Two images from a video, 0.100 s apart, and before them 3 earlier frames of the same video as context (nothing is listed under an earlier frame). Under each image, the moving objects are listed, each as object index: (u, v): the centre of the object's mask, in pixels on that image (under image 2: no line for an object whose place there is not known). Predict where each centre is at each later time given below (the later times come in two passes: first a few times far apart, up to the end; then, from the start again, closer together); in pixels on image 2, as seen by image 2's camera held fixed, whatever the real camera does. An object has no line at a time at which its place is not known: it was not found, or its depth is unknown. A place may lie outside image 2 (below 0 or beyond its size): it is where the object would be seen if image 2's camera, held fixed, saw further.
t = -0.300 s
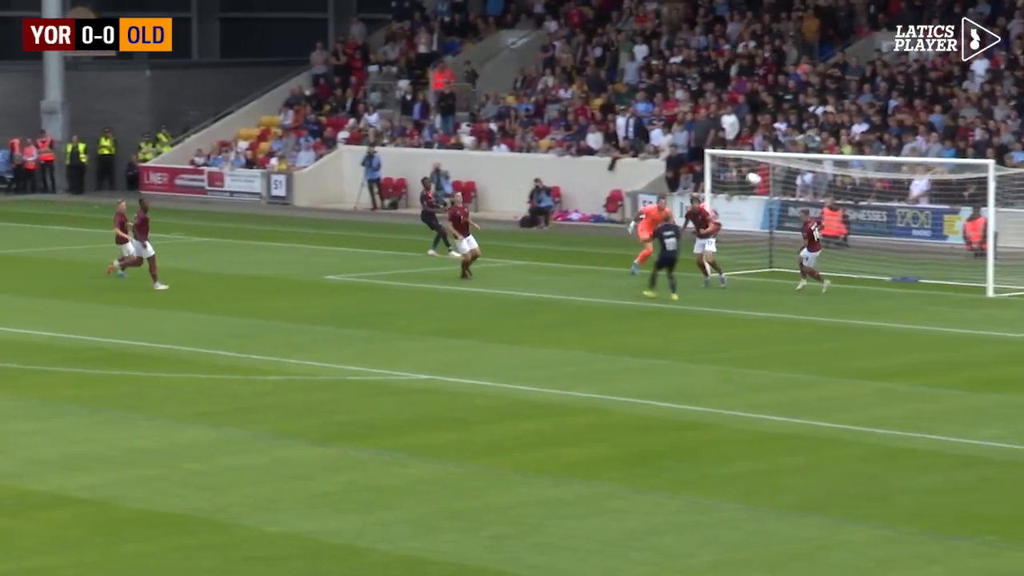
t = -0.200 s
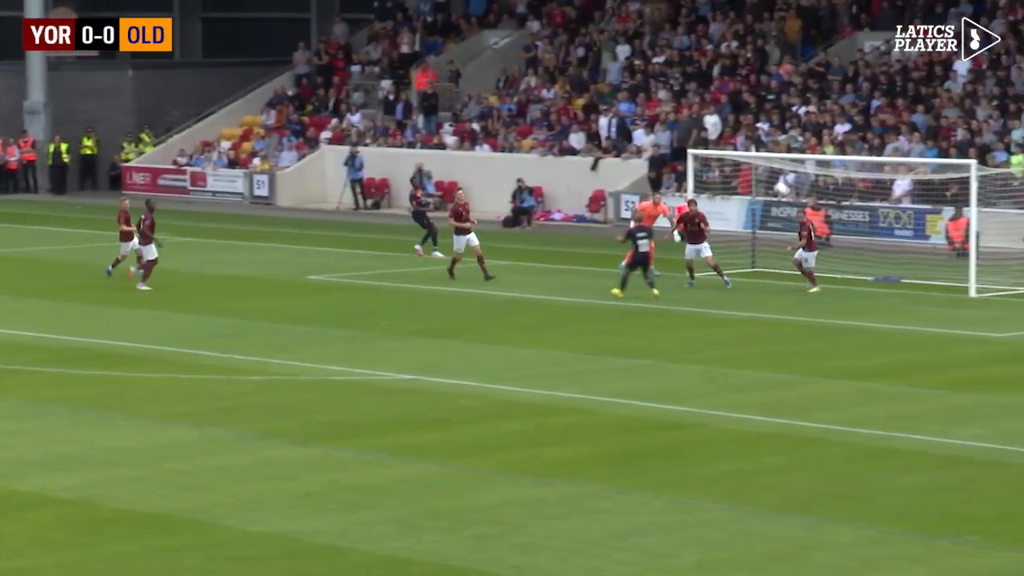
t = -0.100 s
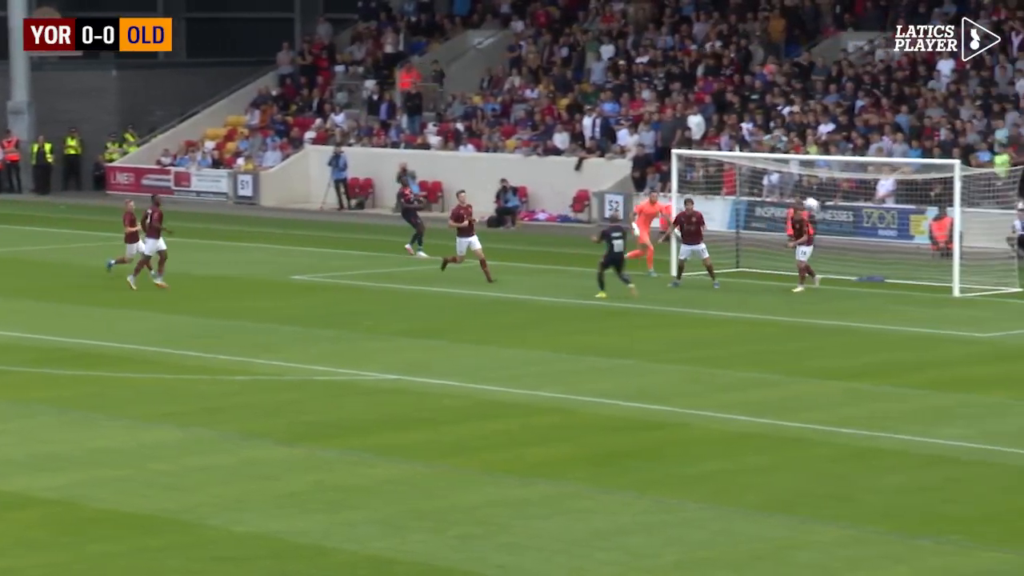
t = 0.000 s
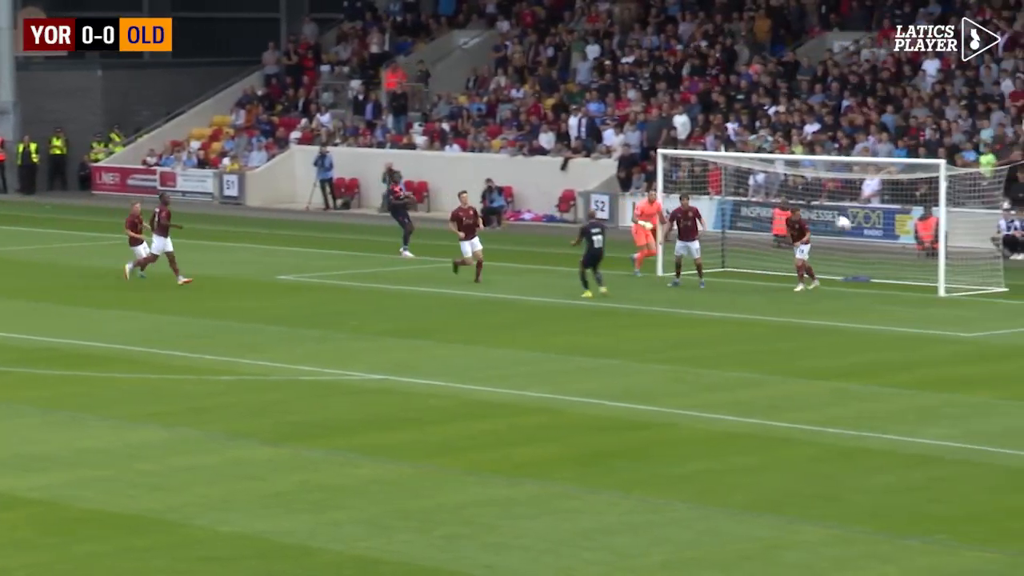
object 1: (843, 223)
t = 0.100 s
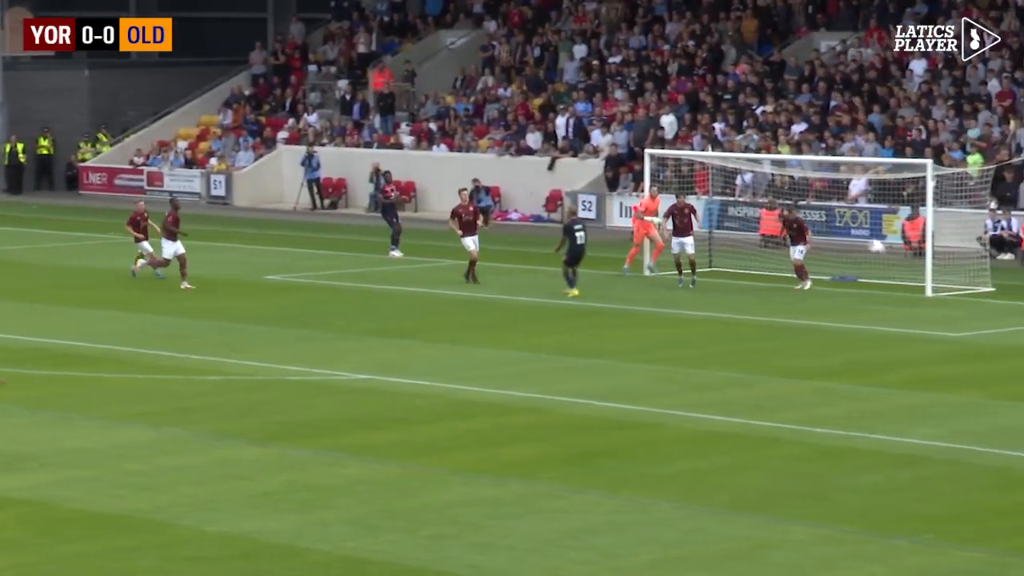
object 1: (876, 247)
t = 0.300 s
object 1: (969, 311)
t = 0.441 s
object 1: (1035, 368)
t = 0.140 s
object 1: (895, 257)
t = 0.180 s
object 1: (913, 269)
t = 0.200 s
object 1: (921, 276)
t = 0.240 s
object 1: (942, 289)
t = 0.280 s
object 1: (959, 303)
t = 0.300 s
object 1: (969, 311)
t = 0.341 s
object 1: (987, 326)
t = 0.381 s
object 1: (1007, 343)
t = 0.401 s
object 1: (1016, 352)
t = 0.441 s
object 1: (1035, 368)
